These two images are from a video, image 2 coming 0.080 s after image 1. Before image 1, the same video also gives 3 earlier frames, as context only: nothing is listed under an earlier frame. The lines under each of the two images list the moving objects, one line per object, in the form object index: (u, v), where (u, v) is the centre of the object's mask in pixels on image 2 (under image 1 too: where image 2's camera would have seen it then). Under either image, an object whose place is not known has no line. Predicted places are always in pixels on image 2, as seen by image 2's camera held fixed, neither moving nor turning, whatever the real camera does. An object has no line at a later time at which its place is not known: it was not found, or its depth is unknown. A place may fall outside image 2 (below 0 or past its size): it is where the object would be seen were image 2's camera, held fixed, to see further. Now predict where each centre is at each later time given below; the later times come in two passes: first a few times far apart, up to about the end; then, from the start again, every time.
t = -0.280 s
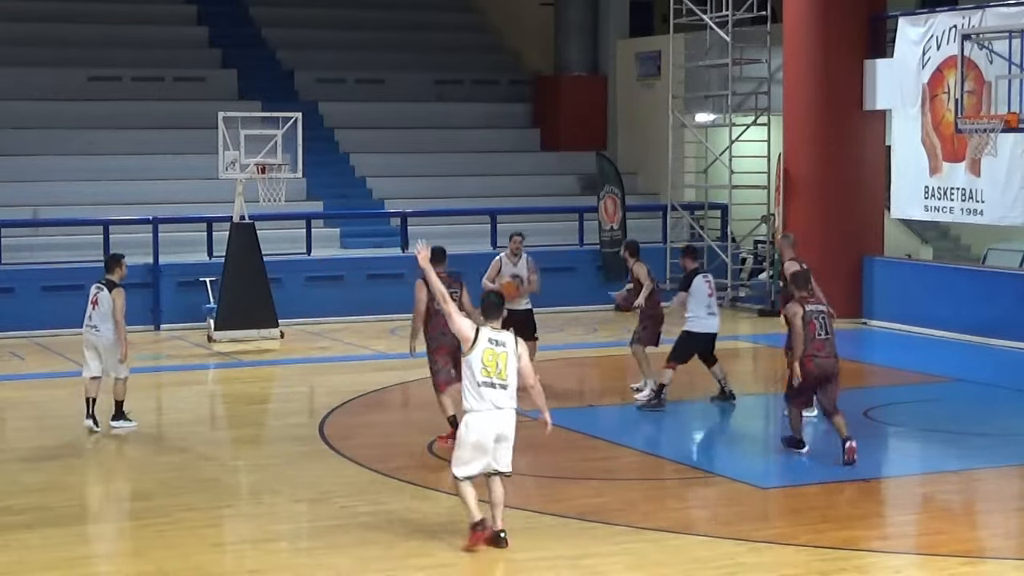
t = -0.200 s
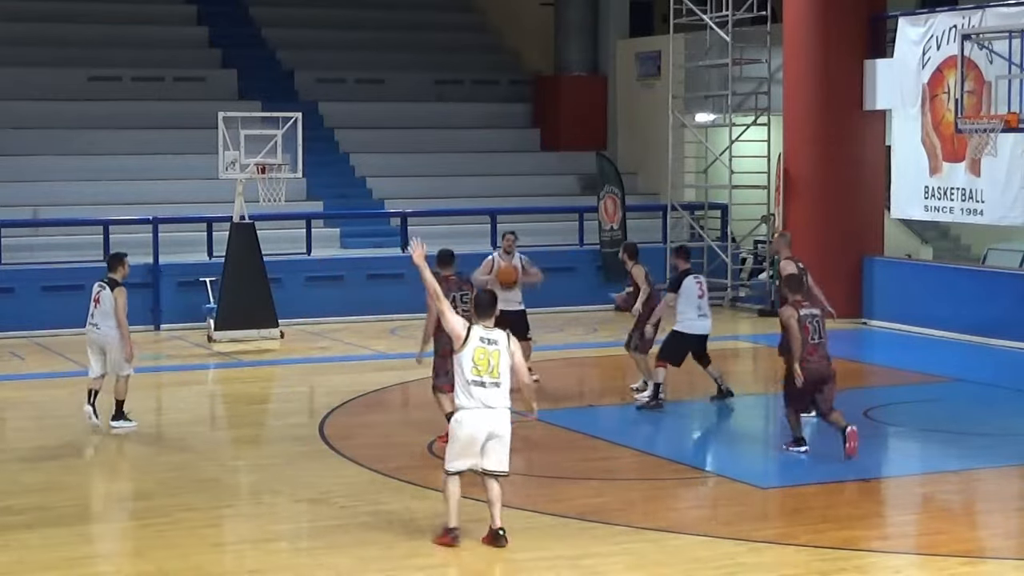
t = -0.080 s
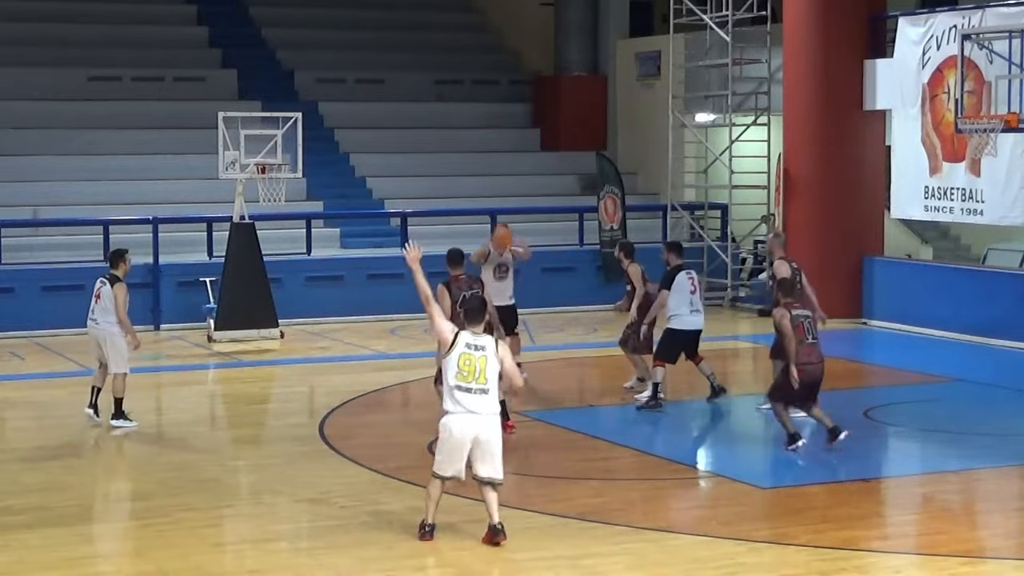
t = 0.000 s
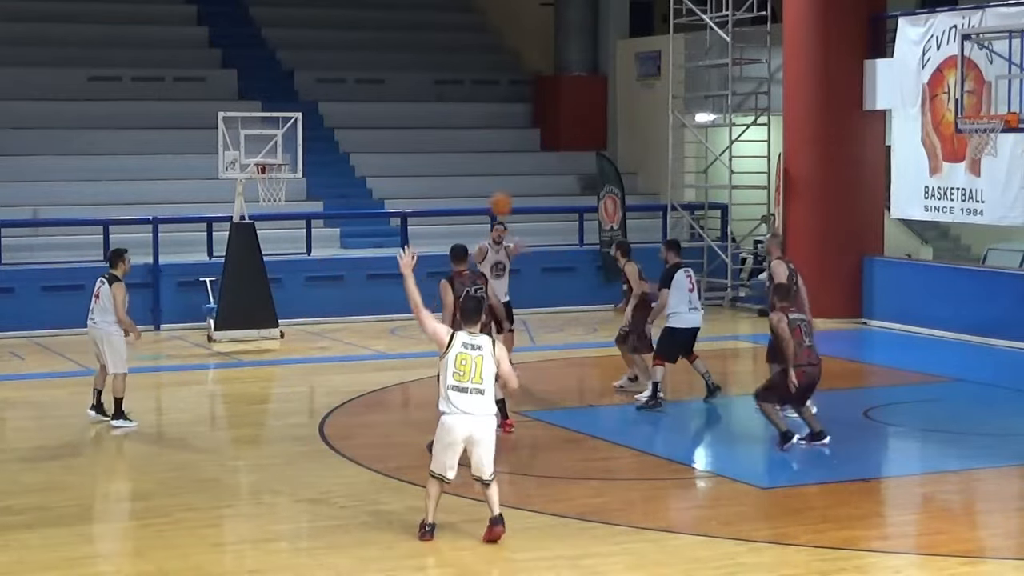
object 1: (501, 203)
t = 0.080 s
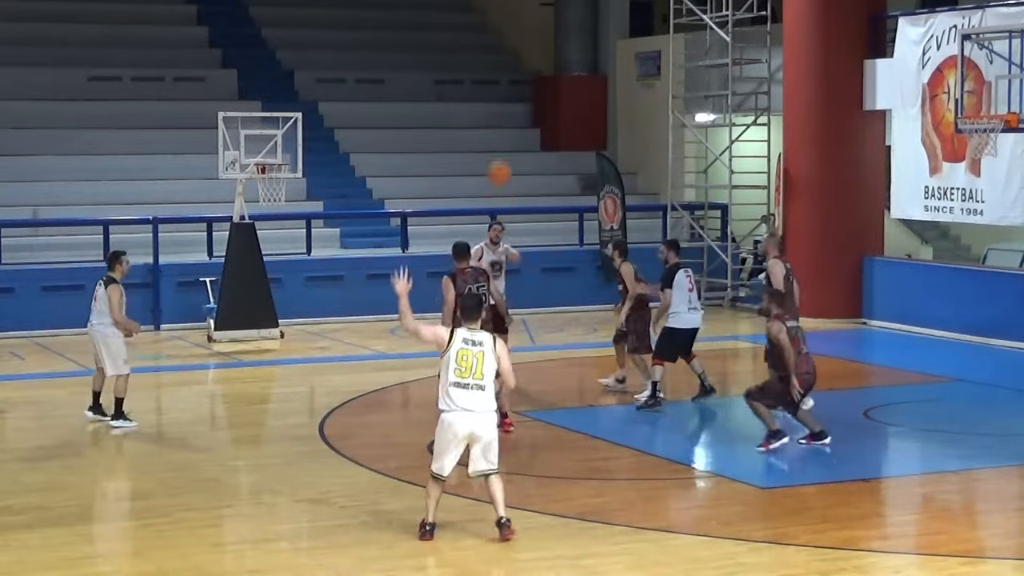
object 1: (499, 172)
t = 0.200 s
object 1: (497, 134)
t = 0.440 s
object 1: (486, 95)
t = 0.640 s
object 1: (475, 112)
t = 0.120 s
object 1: (499, 159)
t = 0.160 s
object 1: (498, 146)
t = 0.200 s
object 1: (497, 134)
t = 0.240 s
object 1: (495, 124)
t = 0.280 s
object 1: (494, 115)
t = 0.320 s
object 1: (492, 108)
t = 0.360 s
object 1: (490, 101)
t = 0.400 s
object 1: (488, 98)
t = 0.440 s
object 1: (486, 95)
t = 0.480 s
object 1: (484, 95)
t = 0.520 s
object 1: (482, 96)
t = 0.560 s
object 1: (480, 99)
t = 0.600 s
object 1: (477, 105)
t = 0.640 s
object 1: (475, 112)
